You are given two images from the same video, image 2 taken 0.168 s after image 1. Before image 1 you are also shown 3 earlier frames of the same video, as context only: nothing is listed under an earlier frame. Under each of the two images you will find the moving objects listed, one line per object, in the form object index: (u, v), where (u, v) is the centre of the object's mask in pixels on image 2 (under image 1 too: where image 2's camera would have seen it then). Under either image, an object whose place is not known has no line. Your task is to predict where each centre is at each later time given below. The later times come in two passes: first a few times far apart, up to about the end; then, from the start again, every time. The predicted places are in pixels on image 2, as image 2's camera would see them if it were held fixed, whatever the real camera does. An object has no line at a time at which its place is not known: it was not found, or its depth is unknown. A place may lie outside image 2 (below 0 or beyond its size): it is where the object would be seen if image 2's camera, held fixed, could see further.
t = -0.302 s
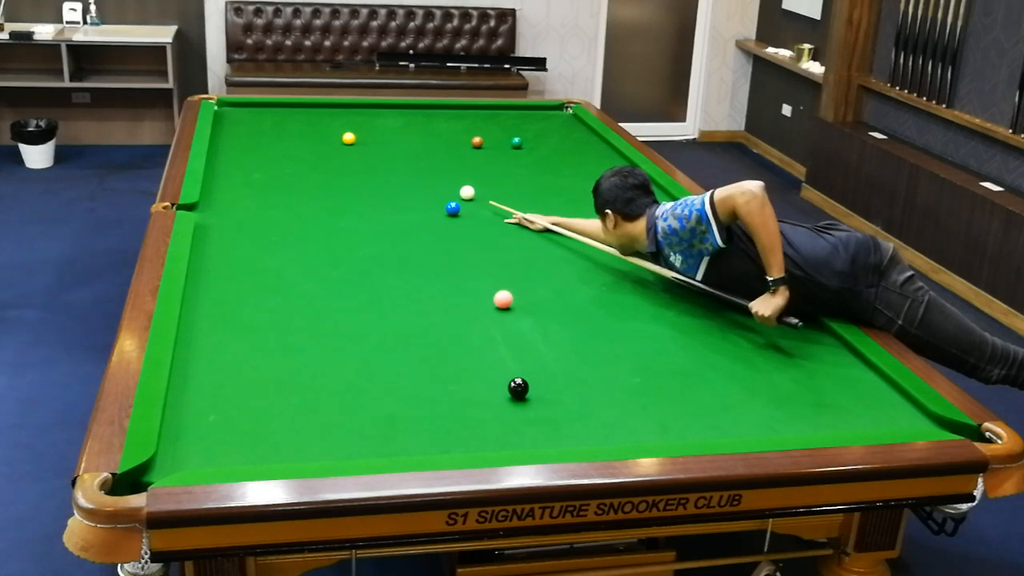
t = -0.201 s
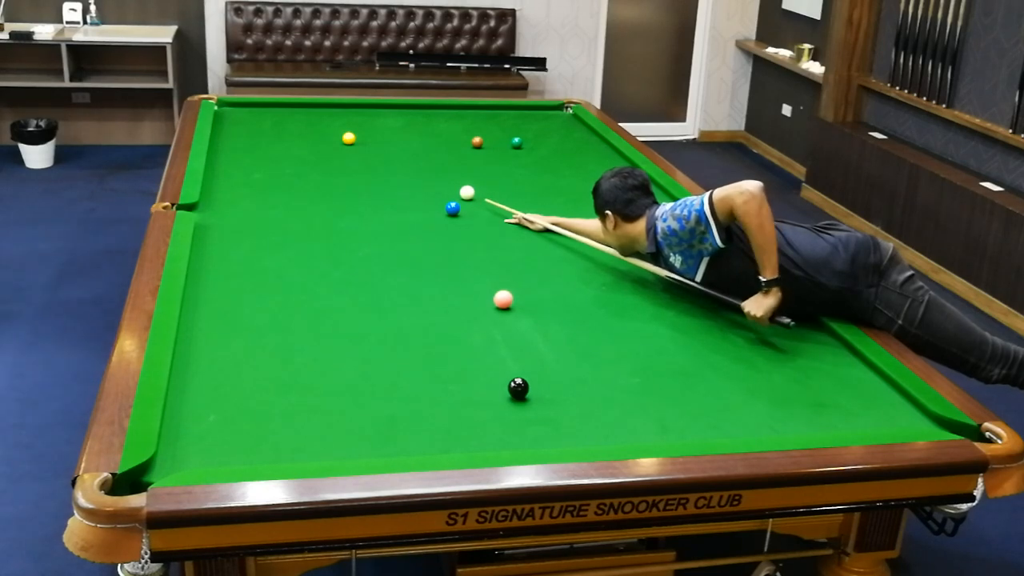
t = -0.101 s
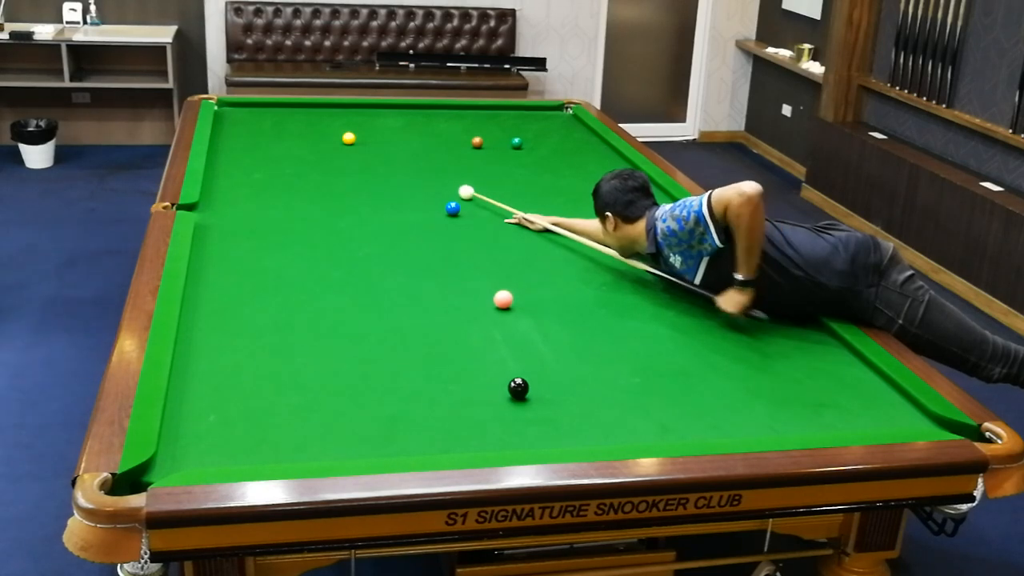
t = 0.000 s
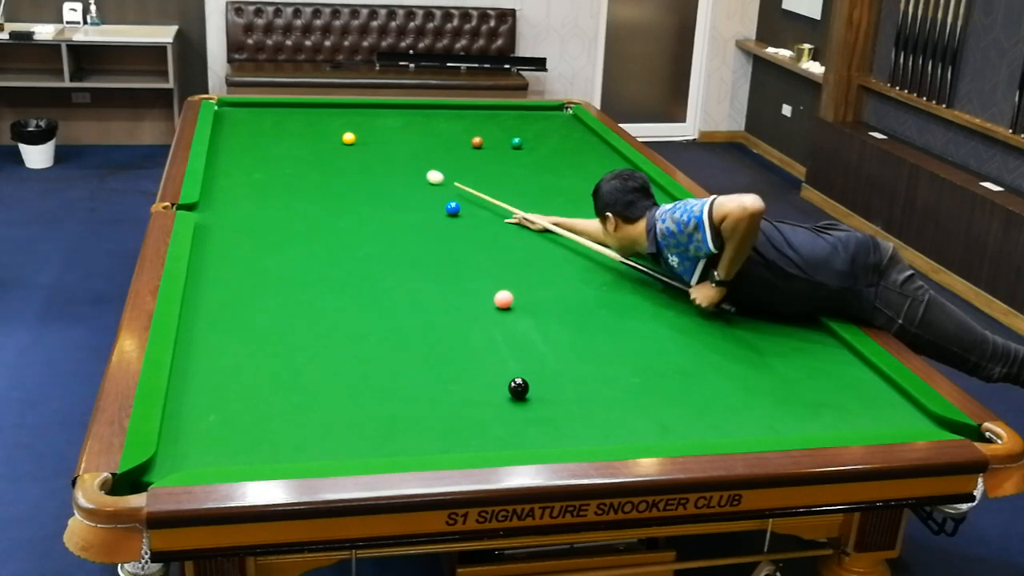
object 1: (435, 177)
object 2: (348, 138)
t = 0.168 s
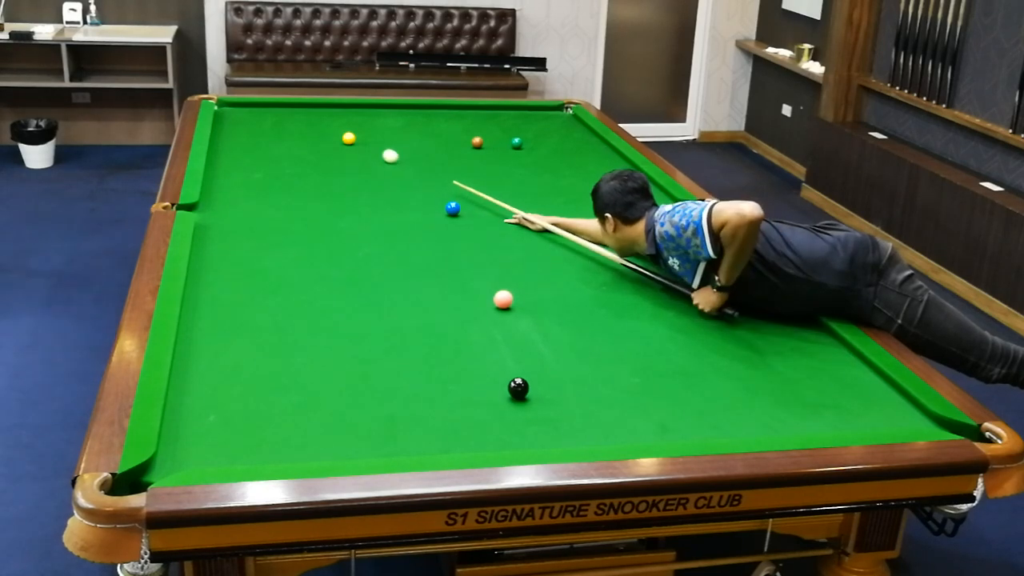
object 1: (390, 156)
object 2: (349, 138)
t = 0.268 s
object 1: (366, 144)
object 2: (349, 138)
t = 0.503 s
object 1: (366, 134)
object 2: (300, 125)
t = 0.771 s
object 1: (367, 124)
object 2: (252, 112)
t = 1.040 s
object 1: (368, 115)
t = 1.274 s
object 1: (369, 107)
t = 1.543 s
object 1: (372, 108)
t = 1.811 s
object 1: (377, 112)
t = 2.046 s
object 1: (381, 117)
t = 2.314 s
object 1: (386, 122)
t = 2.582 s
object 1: (390, 127)
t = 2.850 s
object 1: (394, 130)
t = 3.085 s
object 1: (399, 134)
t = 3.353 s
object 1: (403, 139)
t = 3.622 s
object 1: (406, 143)
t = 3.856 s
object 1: (409, 146)
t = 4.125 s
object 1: (412, 149)
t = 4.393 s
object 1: (416, 152)
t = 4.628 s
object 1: (419, 154)
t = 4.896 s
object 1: (421, 157)
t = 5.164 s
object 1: (423, 159)
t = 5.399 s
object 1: (425, 161)
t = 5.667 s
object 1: (426, 163)
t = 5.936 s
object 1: (427, 164)
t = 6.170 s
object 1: (428, 165)
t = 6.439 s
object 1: (428, 166)
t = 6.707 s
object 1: (428, 166)
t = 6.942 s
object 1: (428, 166)
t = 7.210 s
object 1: (428, 166)
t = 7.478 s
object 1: (428, 166)
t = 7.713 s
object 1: (428, 166)
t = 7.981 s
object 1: (428, 166)
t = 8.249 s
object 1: (428, 166)
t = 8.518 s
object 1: (428, 166)
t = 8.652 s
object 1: (428, 166)
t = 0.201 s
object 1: (382, 152)
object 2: (349, 138)
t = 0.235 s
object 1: (374, 148)
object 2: (349, 138)
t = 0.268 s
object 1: (366, 144)
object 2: (349, 138)
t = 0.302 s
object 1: (359, 141)
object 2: (347, 138)
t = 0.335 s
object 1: (359, 140)
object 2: (341, 136)
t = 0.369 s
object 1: (361, 139)
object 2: (332, 134)
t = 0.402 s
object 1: (363, 138)
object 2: (323, 131)
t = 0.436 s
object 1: (364, 137)
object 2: (315, 129)
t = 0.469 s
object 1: (365, 136)
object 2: (307, 127)
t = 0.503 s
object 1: (366, 134)
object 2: (300, 125)
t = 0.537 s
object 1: (366, 133)
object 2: (293, 123)
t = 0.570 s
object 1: (366, 132)
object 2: (287, 121)
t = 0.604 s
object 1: (367, 130)
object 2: (281, 119)
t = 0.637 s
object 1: (367, 129)
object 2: (275, 118)
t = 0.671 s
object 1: (367, 128)
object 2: (269, 116)
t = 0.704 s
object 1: (366, 127)
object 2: (263, 115)
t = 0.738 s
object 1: (367, 125)
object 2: (257, 113)
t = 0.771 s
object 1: (367, 124)
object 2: (252, 112)
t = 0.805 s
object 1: (367, 123)
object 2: (246, 110)
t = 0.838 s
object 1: (367, 122)
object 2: (240, 108)
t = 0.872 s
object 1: (367, 120)
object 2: (235, 107)
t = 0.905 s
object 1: (367, 119)
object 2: (230, 105)
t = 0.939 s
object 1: (367, 118)
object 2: (224, 104)
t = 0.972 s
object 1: (367, 117)
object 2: (219, 102)
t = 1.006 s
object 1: (368, 116)
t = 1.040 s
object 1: (368, 115)
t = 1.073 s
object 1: (369, 114)
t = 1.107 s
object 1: (368, 112)
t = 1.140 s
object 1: (368, 112)
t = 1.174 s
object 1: (368, 111)
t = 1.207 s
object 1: (368, 110)
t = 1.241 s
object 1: (369, 109)
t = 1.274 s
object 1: (369, 107)
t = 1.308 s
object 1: (369, 106)
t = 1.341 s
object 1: (369, 105)
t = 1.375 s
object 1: (369, 105)
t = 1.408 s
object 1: (370, 105)
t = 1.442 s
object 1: (370, 106)
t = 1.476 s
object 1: (371, 107)
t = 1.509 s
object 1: (372, 107)
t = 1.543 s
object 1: (372, 108)
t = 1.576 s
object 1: (373, 109)
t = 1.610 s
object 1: (374, 109)
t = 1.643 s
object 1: (374, 110)
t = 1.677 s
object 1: (375, 110)
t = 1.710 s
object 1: (375, 111)
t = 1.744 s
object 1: (376, 112)
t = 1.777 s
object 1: (377, 112)
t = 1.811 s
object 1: (377, 112)
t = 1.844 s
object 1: (378, 113)
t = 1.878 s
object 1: (378, 113)
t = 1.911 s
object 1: (379, 115)
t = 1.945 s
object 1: (379, 115)
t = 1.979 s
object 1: (380, 116)
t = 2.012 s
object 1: (381, 116)
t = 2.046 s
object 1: (381, 117)
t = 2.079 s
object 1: (382, 117)
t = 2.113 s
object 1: (382, 118)
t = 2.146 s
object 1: (383, 118)
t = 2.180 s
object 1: (383, 120)
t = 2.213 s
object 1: (384, 120)
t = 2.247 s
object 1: (385, 121)
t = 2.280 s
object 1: (385, 121)
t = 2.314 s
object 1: (386, 122)
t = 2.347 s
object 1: (386, 123)
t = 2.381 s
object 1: (387, 123)
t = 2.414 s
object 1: (387, 124)
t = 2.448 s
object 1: (388, 124)
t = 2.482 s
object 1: (388, 125)
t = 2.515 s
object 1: (390, 126)
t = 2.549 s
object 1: (389, 126)
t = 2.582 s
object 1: (390, 127)
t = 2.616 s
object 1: (390, 127)
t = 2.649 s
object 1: (391, 128)
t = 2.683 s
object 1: (392, 128)
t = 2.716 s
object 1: (392, 129)
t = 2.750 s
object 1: (393, 129)
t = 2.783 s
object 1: (393, 129)
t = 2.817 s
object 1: (394, 130)
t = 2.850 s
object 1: (394, 130)
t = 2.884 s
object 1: (395, 131)
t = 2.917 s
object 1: (395, 131)
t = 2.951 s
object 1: (396, 132)
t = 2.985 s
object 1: (396, 133)
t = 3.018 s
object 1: (397, 134)
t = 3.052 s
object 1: (397, 134)
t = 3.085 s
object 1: (399, 134)
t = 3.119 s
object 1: (399, 134)
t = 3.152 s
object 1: (400, 135)
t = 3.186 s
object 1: (400, 135)
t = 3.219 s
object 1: (401, 136)
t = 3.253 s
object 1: (401, 137)
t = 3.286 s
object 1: (402, 138)
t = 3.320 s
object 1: (402, 138)
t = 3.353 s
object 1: (403, 139)
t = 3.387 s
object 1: (403, 139)
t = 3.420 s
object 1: (404, 140)
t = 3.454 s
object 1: (404, 140)
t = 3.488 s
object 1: (405, 141)
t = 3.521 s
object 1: (405, 141)
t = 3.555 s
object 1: (405, 142)
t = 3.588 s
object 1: (405, 142)
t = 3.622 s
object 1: (406, 143)
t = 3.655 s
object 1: (407, 143)
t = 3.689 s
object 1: (407, 143)
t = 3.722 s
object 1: (407, 144)
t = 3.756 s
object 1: (408, 144)
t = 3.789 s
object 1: (408, 145)
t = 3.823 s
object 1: (408, 145)
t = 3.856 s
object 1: (409, 146)
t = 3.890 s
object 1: (409, 146)
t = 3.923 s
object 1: (410, 147)
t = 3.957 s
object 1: (410, 147)
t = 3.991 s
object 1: (411, 147)
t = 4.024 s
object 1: (411, 148)
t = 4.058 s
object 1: (412, 148)
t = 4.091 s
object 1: (412, 149)
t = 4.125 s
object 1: (412, 149)
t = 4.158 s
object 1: (413, 150)
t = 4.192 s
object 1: (413, 150)
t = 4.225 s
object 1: (414, 150)
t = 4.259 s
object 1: (414, 151)
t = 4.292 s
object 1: (415, 151)
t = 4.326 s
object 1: (415, 151)
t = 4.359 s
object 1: (415, 152)
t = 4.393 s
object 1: (416, 152)
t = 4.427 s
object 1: (416, 152)
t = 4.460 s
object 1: (417, 153)
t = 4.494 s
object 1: (417, 153)
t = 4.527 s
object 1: (417, 154)
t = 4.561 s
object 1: (418, 154)
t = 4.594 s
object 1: (419, 154)
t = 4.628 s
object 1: (419, 154)
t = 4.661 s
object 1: (419, 155)
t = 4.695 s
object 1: (420, 155)
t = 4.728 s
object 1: (420, 156)
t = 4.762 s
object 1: (420, 156)
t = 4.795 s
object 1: (420, 156)
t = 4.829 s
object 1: (420, 157)
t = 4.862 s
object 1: (421, 157)
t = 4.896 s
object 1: (421, 157)
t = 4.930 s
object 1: (421, 157)
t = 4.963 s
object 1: (422, 157)
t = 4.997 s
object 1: (422, 157)
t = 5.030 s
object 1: (422, 158)
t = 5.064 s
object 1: (422, 158)
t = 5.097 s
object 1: (423, 159)
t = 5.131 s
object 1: (424, 159)
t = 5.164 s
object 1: (423, 159)
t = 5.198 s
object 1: (423, 160)
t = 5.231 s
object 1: (424, 160)
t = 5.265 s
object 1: (424, 160)
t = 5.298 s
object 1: (424, 160)
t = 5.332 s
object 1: (424, 161)
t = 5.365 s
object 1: (425, 161)
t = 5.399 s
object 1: (425, 161)
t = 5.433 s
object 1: (425, 161)
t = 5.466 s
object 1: (425, 161)
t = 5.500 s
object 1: (425, 161)
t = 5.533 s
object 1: (426, 162)
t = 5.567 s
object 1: (426, 162)
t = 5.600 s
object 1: (426, 162)
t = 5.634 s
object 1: (426, 162)
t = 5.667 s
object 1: (426, 163)
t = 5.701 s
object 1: (426, 163)
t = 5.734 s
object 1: (426, 163)
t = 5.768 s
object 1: (427, 163)
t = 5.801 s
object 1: (427, 164)
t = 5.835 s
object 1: (427, 164)
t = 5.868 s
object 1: (427, 164)
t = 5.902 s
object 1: (427, 164)
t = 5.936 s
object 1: (427, 164)
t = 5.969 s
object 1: (427, 164)
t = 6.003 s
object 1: (428, 164)
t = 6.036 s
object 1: (428, 164)
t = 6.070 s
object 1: (428, 165)
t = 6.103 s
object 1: (428, 165)
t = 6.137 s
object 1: (428, 165)
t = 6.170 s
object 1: (428, 165)
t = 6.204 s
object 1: (428, 165)
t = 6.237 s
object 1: (428, 165)
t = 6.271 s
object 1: (428, 165)
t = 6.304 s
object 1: (428, 165)
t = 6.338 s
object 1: (428, 165)
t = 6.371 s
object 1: (428, 166)
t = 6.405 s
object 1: (428, 166)
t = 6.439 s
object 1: (428, 166)
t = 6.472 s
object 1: (428, 166)
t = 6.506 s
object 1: (428, 166)
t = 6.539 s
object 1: (428, 166)
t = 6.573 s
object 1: (428, 166)
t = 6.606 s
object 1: (428, 166)
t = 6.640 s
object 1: (428, 166)
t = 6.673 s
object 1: (428, 166)
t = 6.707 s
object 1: (428, 166)
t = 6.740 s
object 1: (428, 166)
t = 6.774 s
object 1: (428, 166)
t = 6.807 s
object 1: (428, 166)
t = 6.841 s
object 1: (428, 166)
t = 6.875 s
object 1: (428, 166)
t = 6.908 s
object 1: (428, 166)
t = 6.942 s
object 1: (428, 166)
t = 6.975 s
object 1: (428, 166)
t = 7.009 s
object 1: (428, 166)
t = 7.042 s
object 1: (428, 166)
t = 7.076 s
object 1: (428, 166)
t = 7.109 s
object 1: (428, 166)
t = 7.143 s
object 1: (428, 166)
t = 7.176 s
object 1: (428, 166)
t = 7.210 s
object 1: (428, 166)
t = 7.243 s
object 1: (428, 166)
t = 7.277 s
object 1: (428, 166)
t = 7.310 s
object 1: (428, 166)
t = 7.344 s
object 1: (428, 166)
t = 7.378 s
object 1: (428, 166)
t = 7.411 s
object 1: (428, 166)
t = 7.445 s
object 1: (428, 166)
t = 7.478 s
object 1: (428, 166)
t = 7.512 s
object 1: (428, 166)
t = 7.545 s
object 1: (428, 166)
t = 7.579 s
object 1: (428, 166)
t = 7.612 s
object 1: (428, 166)
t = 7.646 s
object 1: (428, 166)
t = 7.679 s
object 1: (428, 166)
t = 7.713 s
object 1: (428, 166)
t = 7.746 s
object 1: (428, 166)
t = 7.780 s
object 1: (428, 166)
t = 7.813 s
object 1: (428, 166)
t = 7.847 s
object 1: (428, 166)
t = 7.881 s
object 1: (428, 166)
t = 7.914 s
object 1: (428, 166)
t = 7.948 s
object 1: (428, 166)
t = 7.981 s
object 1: (428, 166)
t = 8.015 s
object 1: (428, 166)
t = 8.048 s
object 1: (428, 166)
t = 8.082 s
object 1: (429, 165)
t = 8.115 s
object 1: (428, 166)
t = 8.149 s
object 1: (428, 166)
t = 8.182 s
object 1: (428, 166)
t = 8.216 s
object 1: (428, 166)
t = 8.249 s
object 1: (428, 166)
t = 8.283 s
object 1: (428, 166)
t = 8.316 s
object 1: (428, 166)
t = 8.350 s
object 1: (428, 166)
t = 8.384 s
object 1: (428, 166)
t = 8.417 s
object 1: (428, 166)
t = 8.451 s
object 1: (428, 166)
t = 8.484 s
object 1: (428, 166)
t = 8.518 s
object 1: (428, 166)
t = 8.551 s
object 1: (428, 166)
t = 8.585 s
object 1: (428, 166)
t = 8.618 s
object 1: (428, 166)
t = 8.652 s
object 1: (428, 166)
